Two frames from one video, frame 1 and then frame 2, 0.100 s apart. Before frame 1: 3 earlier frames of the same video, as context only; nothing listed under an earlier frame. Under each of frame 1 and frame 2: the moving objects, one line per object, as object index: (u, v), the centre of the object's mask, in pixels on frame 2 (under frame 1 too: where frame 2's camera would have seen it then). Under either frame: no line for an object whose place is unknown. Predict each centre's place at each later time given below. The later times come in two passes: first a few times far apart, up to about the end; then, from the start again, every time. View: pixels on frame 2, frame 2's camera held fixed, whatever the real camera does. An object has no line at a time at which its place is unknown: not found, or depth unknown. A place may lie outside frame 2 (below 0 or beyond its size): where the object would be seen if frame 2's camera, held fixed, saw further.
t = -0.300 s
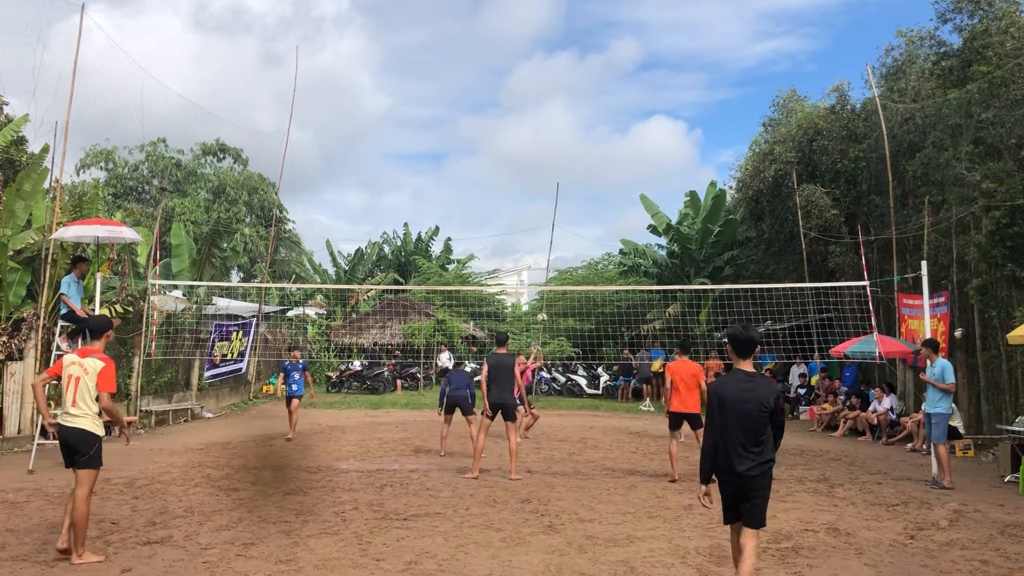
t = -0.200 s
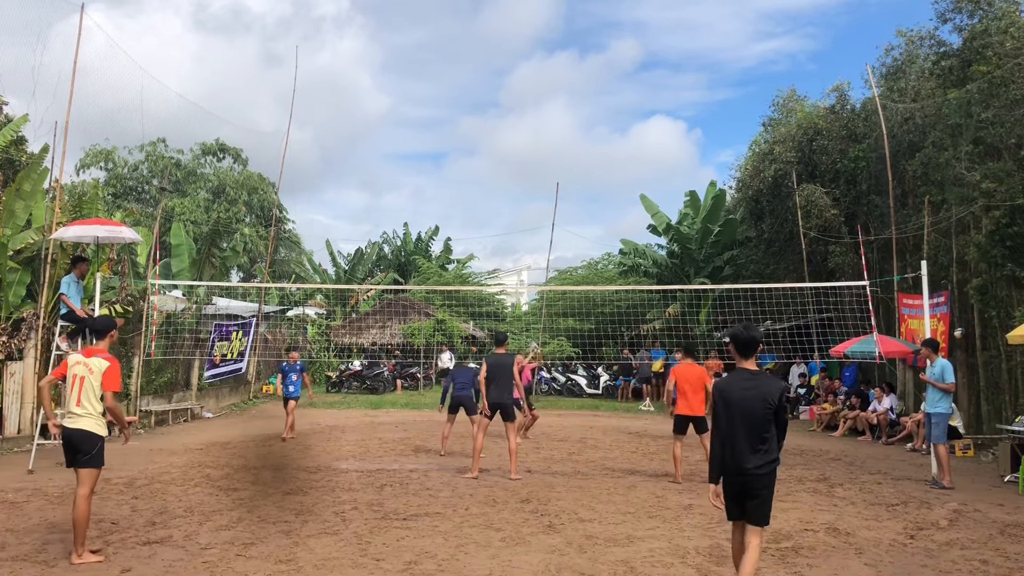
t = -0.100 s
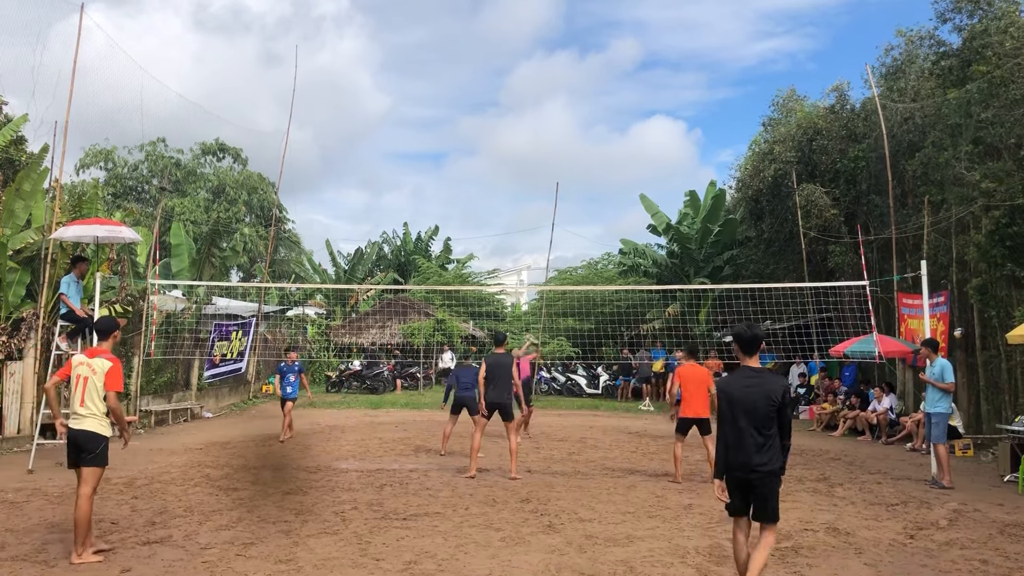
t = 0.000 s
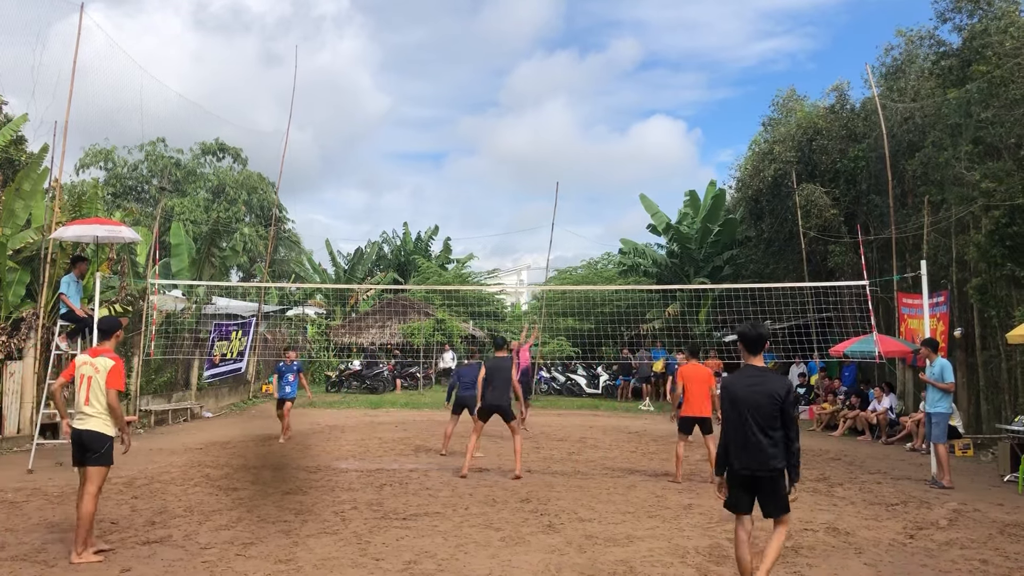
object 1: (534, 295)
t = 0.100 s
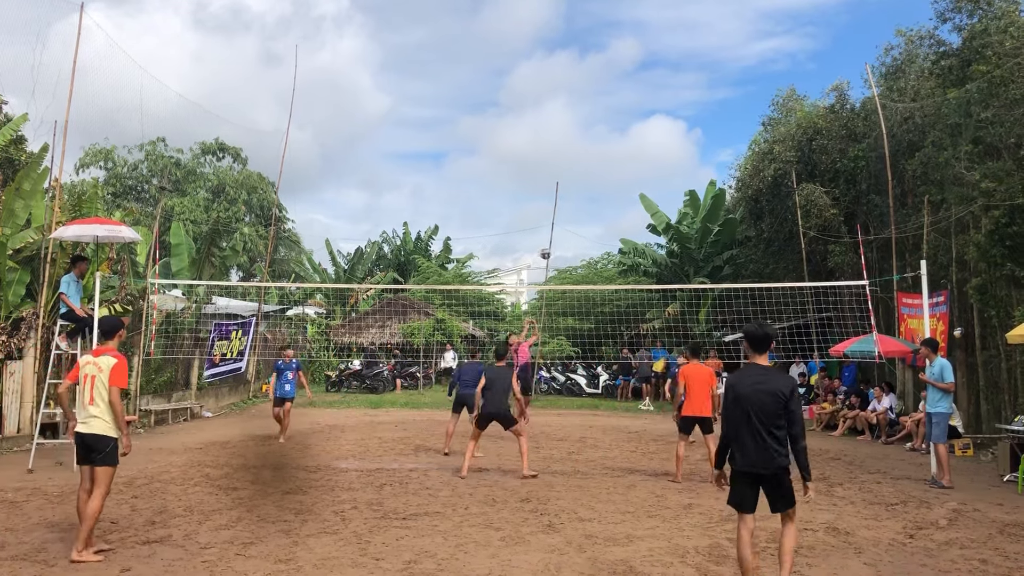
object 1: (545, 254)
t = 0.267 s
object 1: (561, 198)
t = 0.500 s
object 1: (583, 145)
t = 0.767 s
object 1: (608, 121)
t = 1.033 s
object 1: (633, 139)
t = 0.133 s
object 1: (548, 242)
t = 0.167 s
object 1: (552, 230)
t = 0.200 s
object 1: (555, 219)
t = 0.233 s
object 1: (558, 208)
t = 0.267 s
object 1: (561, 198)
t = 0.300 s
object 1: (564, 189)
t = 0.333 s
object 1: (567, 180)
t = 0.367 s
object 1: (570, 172)
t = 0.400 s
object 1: (573, 164)
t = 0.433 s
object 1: (576, 157)
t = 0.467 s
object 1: (580, 151)
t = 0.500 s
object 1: (583, 145)
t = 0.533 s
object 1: (586, 140)
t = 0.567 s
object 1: (589, 135)
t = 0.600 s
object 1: (592, 131)
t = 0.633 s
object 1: (595, 128)
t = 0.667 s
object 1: (598, 125)
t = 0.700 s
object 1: (602, 123)
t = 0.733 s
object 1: (605, 122)
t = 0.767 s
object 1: (608, 121)
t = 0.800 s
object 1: (611, 121)
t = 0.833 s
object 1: (614, 121)
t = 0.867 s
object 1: (618, 122)
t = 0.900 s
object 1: (621, 124)
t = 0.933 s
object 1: (624, 127)
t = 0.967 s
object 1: (627, 130)
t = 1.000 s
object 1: (631, 134)
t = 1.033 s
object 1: (633, 139)
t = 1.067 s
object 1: (637, 145)
